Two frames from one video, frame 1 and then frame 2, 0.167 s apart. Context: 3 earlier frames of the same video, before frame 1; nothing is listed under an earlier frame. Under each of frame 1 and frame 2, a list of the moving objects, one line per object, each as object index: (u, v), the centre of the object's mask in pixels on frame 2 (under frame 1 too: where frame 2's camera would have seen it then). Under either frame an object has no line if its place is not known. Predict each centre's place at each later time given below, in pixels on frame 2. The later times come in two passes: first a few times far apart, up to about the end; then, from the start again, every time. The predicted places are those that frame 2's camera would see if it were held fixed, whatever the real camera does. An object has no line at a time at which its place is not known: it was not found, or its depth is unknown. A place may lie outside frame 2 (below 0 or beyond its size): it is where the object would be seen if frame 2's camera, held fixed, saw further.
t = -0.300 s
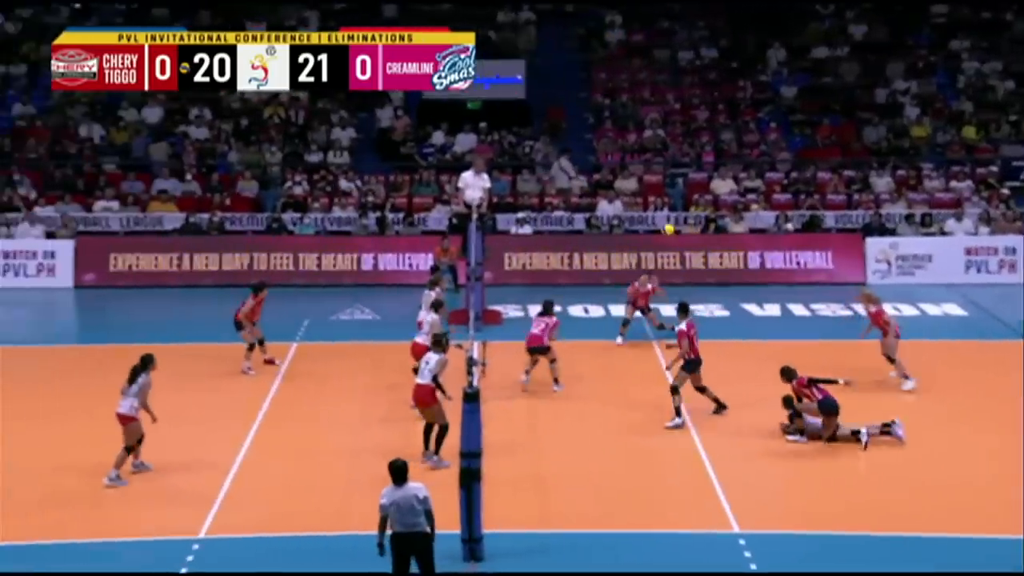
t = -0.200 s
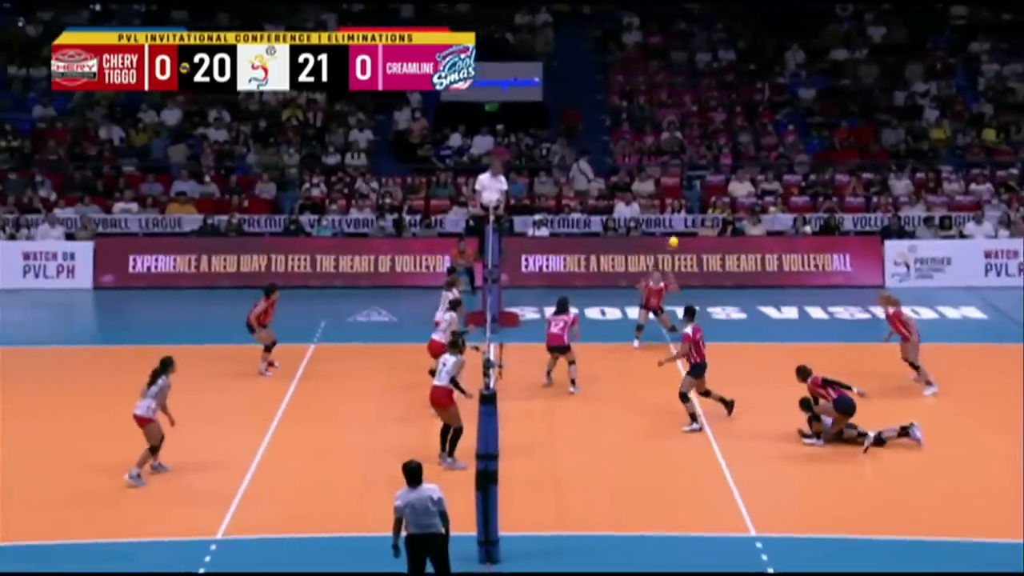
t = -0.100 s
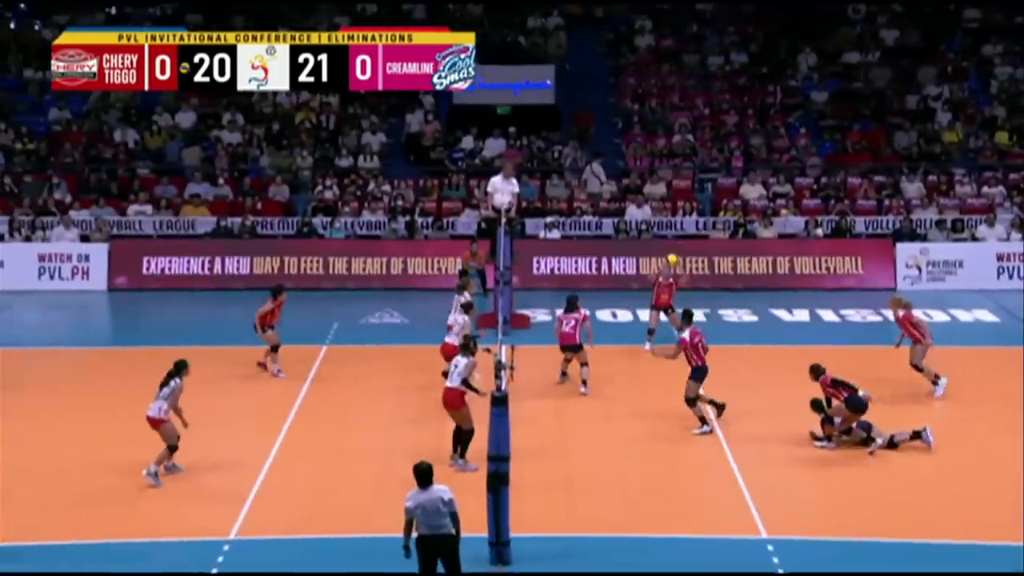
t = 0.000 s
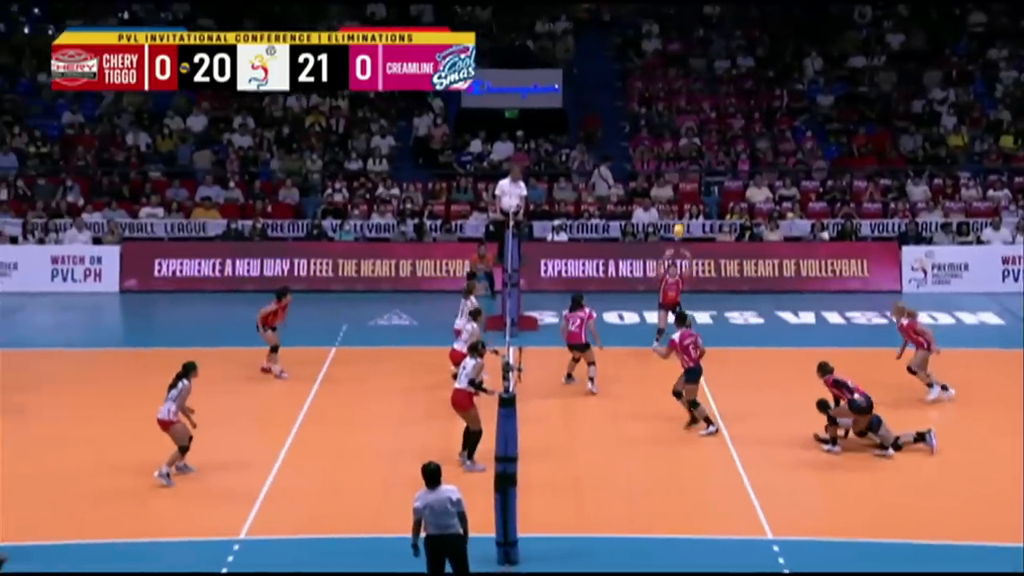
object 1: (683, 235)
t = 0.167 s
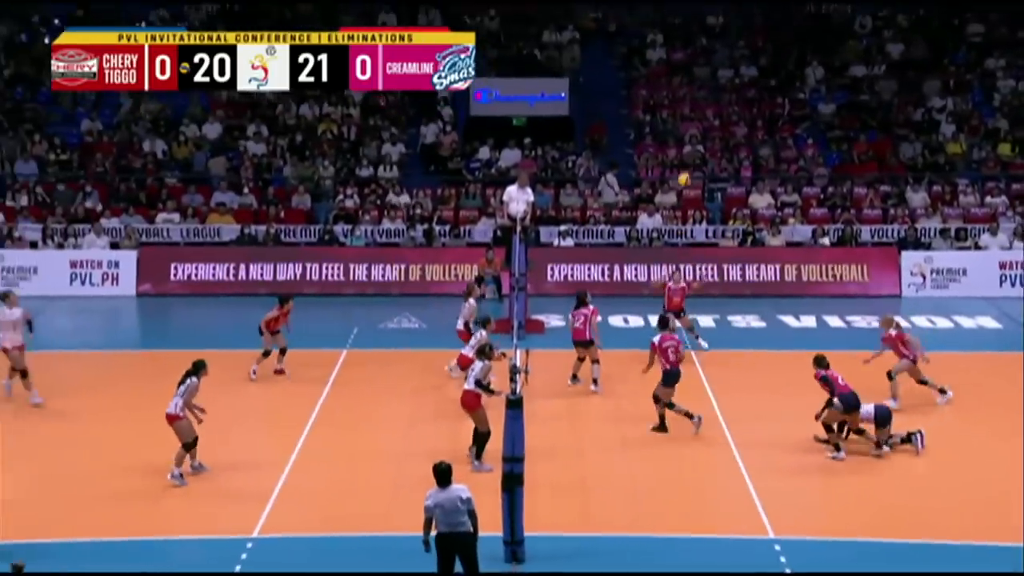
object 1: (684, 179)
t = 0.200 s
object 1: (684, 170)
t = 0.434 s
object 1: (686, 123)
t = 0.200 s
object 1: (684, 170)
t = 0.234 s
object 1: (684, 161)
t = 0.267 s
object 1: (685, 153)
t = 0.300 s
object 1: (685, 146)
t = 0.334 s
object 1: (685, 140)
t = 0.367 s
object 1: (686, 133)
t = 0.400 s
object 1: (686, 128)
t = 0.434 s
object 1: (686, 123)
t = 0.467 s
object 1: (686, 119)
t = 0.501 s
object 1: (686, 116)
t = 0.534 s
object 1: (686, 112)
